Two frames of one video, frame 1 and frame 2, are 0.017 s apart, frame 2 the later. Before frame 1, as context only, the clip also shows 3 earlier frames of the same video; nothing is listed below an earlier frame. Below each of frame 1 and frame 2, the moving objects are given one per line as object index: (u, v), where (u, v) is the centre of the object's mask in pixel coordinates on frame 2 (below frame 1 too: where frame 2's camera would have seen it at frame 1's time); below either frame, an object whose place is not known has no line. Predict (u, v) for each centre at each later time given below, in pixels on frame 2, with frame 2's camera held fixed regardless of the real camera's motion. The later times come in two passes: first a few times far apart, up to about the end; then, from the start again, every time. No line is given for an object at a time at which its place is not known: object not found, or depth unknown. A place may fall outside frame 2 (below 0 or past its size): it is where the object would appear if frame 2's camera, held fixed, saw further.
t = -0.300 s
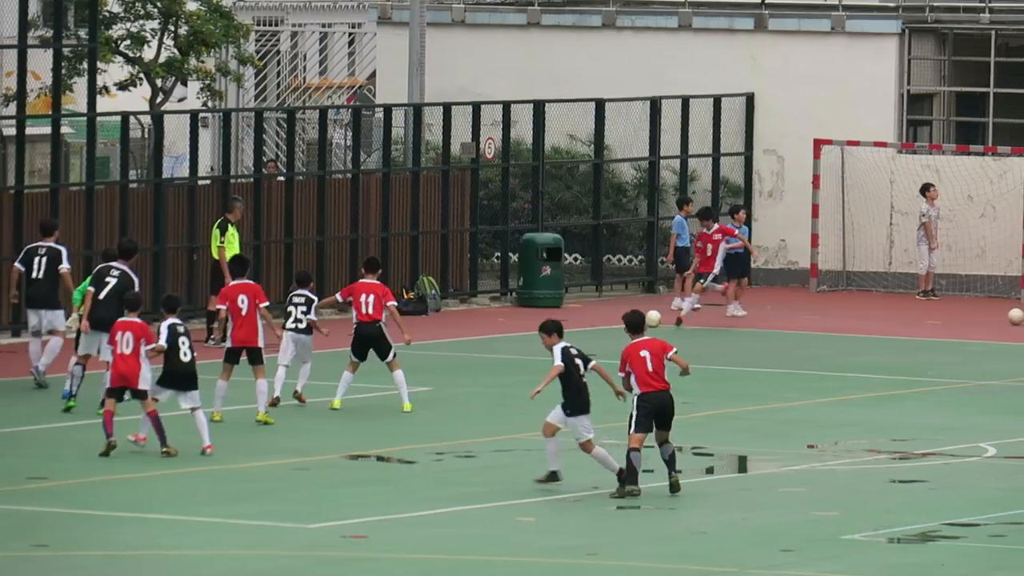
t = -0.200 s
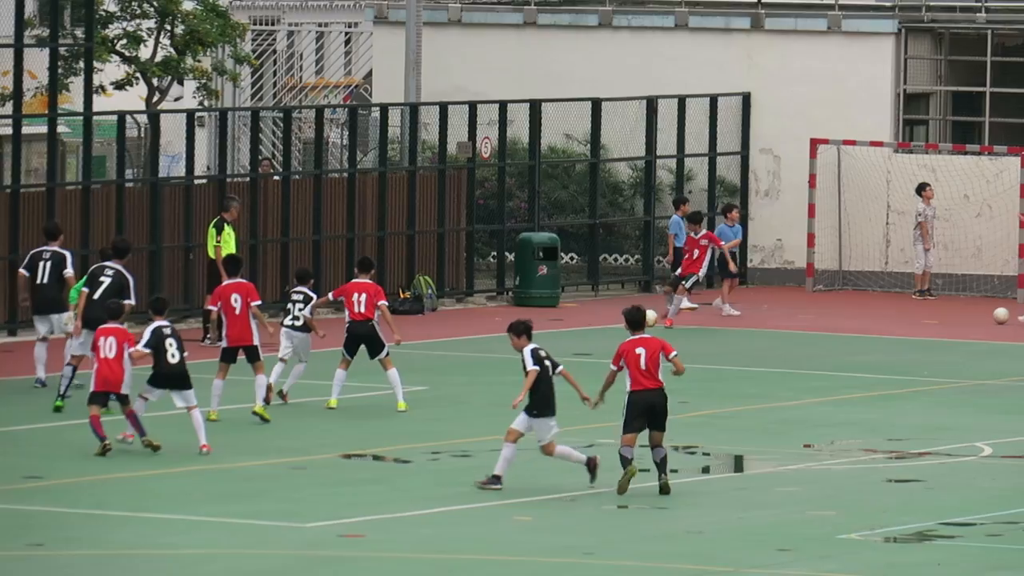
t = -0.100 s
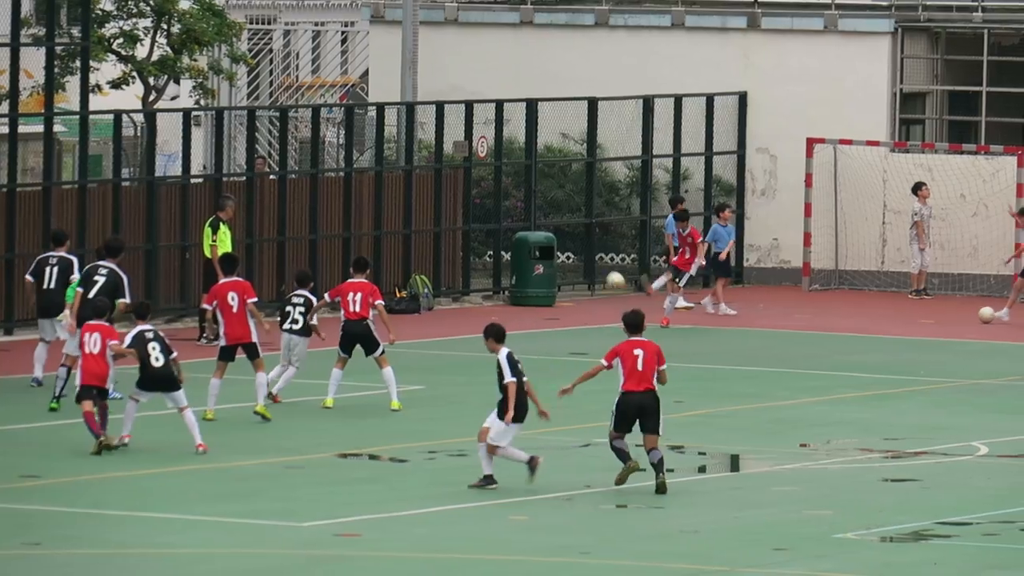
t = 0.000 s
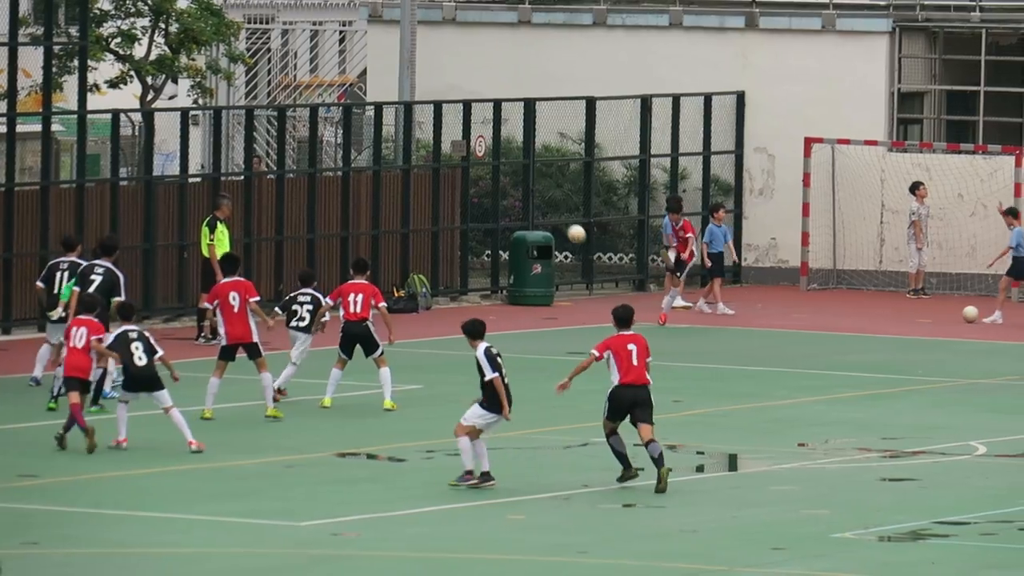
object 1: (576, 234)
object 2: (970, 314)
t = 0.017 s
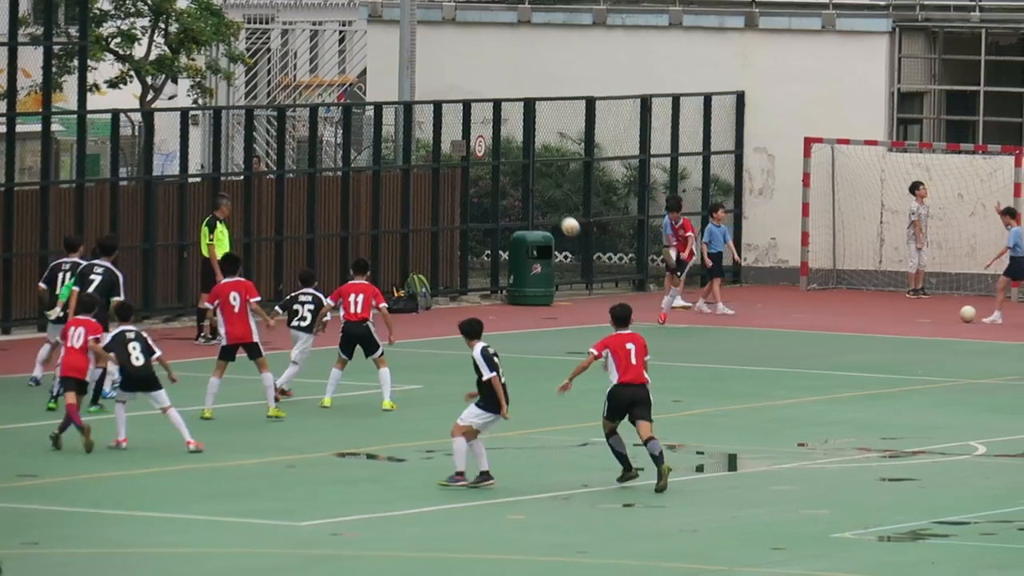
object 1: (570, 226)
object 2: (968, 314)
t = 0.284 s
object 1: (492, 133)
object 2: (934, 313)
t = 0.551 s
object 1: (434, 84)
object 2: (900, 312)
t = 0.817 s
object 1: (394, 87)
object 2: (868, 312)
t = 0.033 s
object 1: (564, 219)
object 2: (965, 314)
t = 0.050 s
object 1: (558, 212)
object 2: (963, 313)
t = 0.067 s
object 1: (553, 205)
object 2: (961, 313)
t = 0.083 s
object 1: (547, 199)
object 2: (959, 313)
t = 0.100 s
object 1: (542, 193)
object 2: (956, 313)
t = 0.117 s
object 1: (537, 186)
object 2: (954, 313)
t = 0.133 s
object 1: (532, 180)
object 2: (952, 313)
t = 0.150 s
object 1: (527, 174)
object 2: (950, 313)
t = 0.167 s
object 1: (522, 168)
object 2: (948, 313)
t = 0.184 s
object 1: (517, 163)
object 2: (945, 313)
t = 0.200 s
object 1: (512, 158)
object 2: (943, 313)
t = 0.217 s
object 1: (508, 152)
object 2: (941, 313)
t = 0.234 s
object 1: (503, 147)
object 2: (939, 313)
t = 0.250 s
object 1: (500, 143)
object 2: (938, 313)
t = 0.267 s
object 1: (495, 137)
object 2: (936, 313)
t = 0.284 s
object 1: (492, 133)
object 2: (934, 313)
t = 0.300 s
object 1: (488, 129)
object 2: (932, 313)
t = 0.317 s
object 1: (483, 124)
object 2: (931, 313)
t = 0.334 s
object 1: (479, 120)
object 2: (928, 313)
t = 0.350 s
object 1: (476, 116)
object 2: (926, 313)
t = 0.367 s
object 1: (472, 113)
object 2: (925, 313)
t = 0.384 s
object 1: (468, 109)
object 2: (922, 313)
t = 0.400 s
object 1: (464, 106)
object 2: (920, 313)
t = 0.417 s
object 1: (460, 103)
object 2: (917, 313)
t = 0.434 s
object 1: (457, 99)
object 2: (915, 313)
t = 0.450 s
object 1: (453, 97)
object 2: (913, 313)
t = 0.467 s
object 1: (449, 94)
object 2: (911, 313)
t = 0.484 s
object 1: (446, 92)
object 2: (909, 313)
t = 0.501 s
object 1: (442, 90)
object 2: (906, 312)
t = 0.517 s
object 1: (440, 88)
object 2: (905, 312)
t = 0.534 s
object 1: (437, 86)
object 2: (902, 312)
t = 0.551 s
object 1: (434, 84)
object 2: (900, 312)
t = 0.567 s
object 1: (431, 83)
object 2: (898, 312)
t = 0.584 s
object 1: (428, 82)
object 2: (897, 312)
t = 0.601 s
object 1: (425, 81)
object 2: (894, 312)
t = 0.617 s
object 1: (422, 80)
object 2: (892, 312)
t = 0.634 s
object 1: (420, 78)
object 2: (891, 312)
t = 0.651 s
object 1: (417, 78)
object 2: (889, 312)
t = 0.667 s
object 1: (414, 78)
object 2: (887, 312)
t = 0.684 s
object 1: (412, 79)
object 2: (885, 312)
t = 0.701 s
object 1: (410, 79)
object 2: (883, 312)
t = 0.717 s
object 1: (407, 79)
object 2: (881, 312)
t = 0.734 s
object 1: (405, 79)
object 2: (878, 312)
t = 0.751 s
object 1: (402, 80)
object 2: (876, 312)
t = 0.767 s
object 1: (400, 81)
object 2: (875, 312)
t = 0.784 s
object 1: (398, 83)
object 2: (873, 312)
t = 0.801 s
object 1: (396, 85)
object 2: (870, 312)
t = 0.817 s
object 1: (394, 87)
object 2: (868, 312)
